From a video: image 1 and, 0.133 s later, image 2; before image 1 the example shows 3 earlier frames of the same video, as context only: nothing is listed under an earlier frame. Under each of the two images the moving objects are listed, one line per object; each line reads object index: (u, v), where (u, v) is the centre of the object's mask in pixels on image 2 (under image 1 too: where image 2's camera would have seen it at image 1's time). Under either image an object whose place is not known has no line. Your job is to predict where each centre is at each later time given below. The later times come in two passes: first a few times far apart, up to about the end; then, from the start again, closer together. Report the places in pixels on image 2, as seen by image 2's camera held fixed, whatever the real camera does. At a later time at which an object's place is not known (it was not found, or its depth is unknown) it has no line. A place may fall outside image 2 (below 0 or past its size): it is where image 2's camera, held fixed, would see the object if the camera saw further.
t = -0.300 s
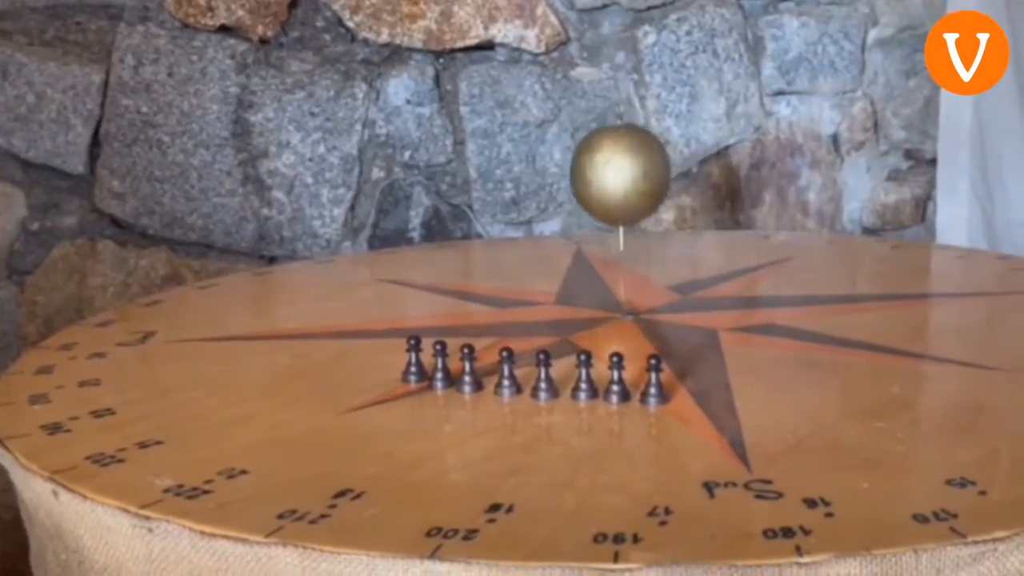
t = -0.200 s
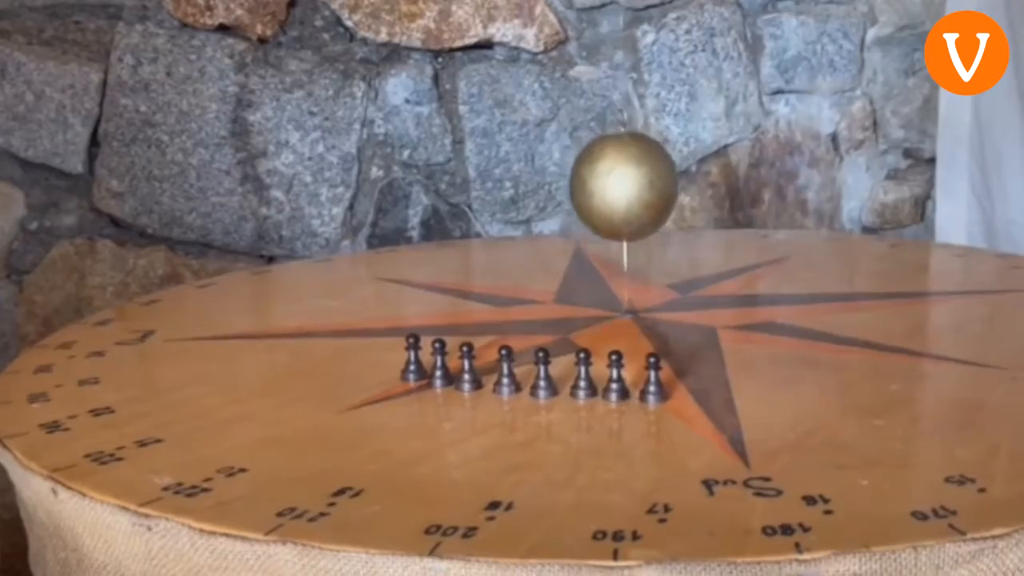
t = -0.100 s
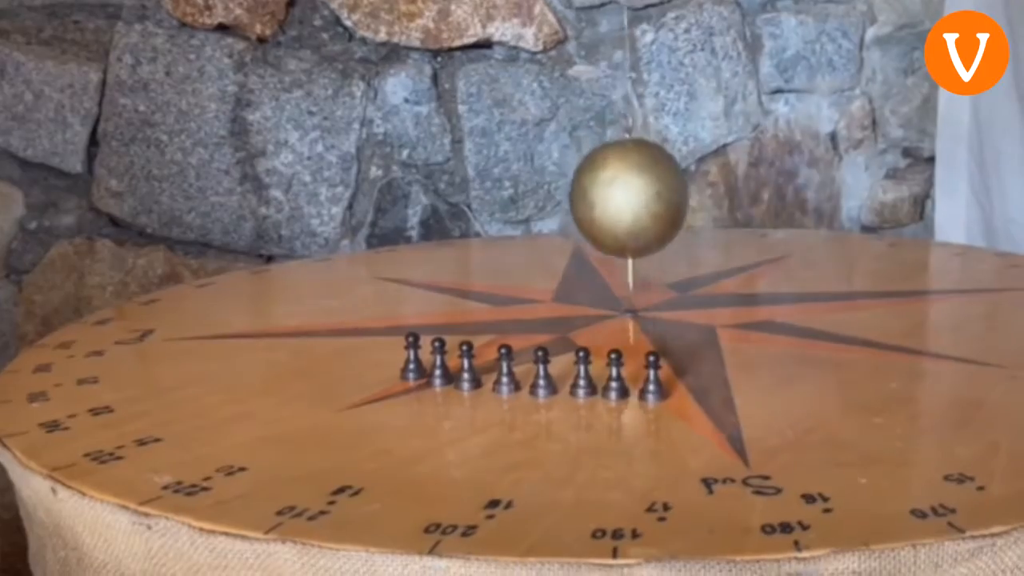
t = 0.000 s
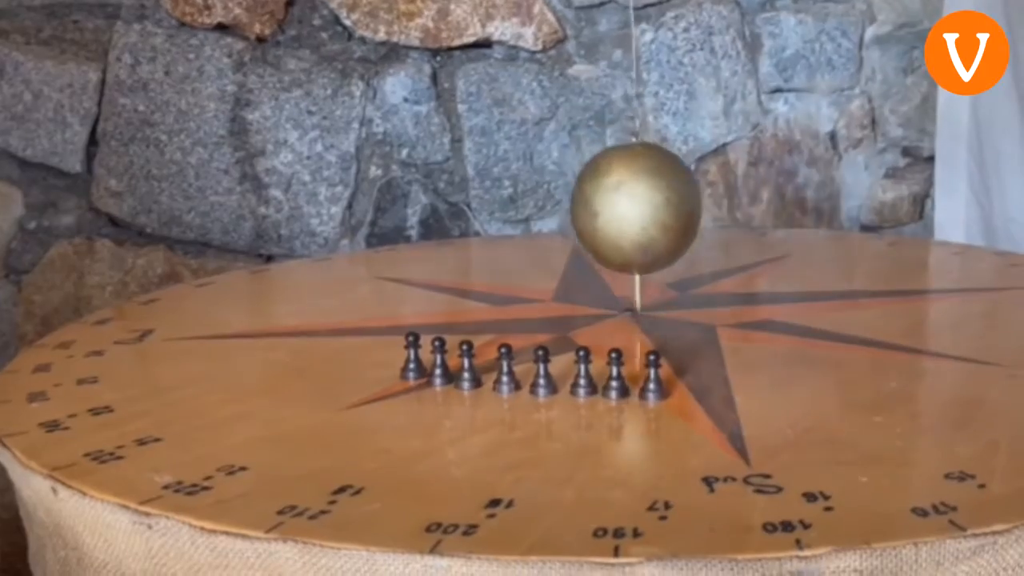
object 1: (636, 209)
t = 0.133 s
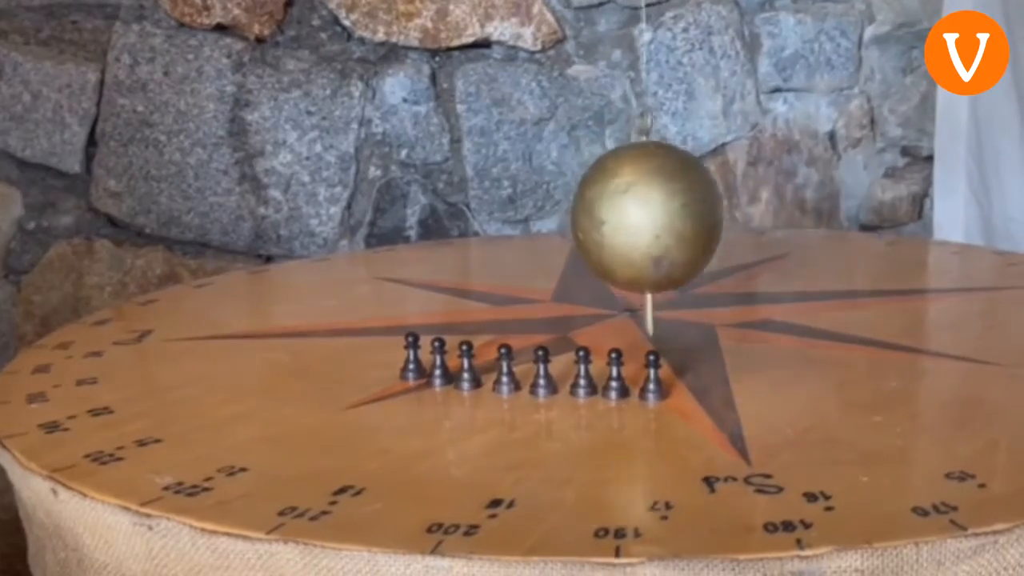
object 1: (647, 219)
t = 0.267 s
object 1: (659, 218)
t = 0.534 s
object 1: (684, 204)
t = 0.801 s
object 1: (684, 205)
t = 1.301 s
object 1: (639, 202)
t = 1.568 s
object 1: (622, 179)
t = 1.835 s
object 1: (612, 150)
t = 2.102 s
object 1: (609, 139)
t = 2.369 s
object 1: (611, 155)
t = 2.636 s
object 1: (622, 188)
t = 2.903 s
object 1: (641, 206)
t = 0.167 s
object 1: (650, 220)
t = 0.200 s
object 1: (653, 221)
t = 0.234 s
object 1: (656, 219)
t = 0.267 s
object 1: (659, 218)
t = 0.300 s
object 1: (663, 219)
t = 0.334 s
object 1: (666, 216)
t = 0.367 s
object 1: (670, 214)
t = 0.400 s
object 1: (673, 212)
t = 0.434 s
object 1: (676, 210)
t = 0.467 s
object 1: (679, 208)
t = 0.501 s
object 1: (682, 206)
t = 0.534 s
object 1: (684, 204)
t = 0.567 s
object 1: (685, 203)
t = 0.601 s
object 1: (687, 201)
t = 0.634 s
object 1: (687, 201)
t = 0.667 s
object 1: (687, 200)
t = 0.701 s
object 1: (688, 201)
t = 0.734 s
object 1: (687, 201)
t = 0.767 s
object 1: (686, 203)
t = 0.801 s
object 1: (684, 205)
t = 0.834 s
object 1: (682, 207)
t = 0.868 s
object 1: (679, 209)
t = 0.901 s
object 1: (677, 211)
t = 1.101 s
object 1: (657, 215)
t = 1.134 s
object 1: (655, 213)
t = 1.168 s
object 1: (651, 211)
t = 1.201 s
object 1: (648, 217)
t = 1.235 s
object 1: (645, 208)
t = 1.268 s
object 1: (642, 205)
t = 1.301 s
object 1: (639, 202)
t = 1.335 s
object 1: (637, 199)
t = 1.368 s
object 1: (634, 196)
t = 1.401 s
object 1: (632, 200)
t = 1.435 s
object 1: (630, 196)
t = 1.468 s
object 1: (627, 192)
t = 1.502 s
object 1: (626, 187)
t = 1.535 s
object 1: (624, 184)
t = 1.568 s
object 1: (622, 179)
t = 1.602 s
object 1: (620, 176)
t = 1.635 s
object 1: (619, 171)
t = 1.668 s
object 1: (617, 167)
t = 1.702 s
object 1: (616, 163)
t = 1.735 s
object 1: (615, 159)
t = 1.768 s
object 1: (614, 156)
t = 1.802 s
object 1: (613, 153)
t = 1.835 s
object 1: (612, 150)
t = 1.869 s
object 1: (612, 148)
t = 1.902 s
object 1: (611, 145)
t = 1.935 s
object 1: (611, 143)
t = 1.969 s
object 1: (610, 142)
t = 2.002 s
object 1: (610, 140)
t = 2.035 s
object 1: (609, 139)
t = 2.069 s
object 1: (610, 140)
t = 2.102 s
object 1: (609, 139)
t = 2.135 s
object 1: (609, 139)
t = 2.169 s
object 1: (609, 141)
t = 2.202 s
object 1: (609, 143)
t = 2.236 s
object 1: (609, 143)
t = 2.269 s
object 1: (609, 145)
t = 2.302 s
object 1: (610, 148)
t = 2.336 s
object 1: (610, 151)
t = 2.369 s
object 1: (611, 155)
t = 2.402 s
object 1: (612, 158)
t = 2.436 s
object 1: (613, 162)
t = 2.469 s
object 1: (615, 166)
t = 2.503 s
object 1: (616, 170)
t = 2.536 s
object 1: (617, 174)
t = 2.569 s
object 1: (619, 179)
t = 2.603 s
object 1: (620, 183)
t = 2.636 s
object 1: (622, 188)
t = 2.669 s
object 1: (624, 192)
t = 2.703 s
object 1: (626, 196)
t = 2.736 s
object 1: (628, 200)
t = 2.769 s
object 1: (630, 204)
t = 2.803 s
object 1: (633, 207)
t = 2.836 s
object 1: (635, 210)
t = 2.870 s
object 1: (638, 204)
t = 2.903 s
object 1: (641, 206)
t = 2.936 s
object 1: (644, 208)
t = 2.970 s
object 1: (647, 210)
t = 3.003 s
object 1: (650, 217)
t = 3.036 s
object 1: (654, 218)
